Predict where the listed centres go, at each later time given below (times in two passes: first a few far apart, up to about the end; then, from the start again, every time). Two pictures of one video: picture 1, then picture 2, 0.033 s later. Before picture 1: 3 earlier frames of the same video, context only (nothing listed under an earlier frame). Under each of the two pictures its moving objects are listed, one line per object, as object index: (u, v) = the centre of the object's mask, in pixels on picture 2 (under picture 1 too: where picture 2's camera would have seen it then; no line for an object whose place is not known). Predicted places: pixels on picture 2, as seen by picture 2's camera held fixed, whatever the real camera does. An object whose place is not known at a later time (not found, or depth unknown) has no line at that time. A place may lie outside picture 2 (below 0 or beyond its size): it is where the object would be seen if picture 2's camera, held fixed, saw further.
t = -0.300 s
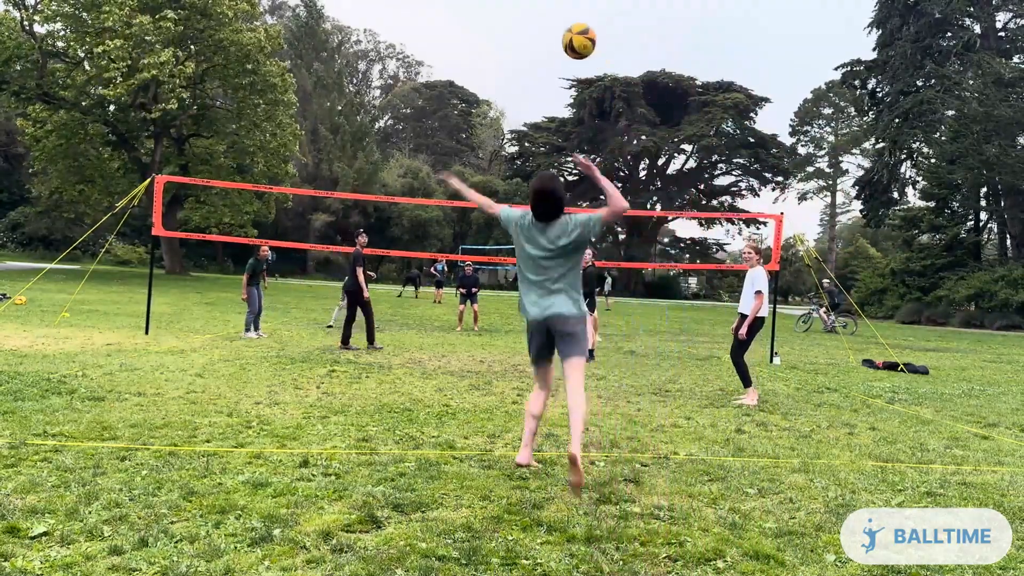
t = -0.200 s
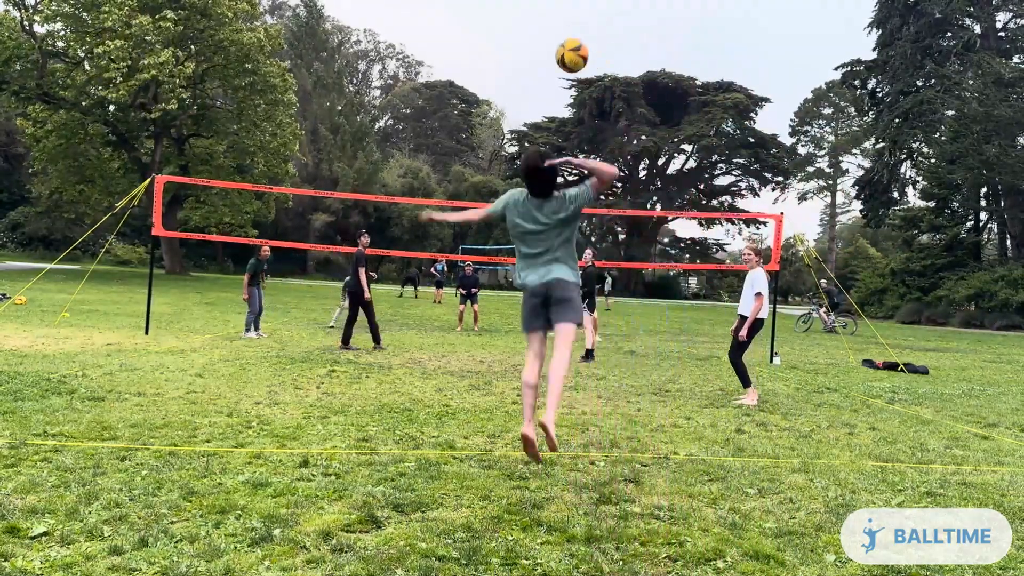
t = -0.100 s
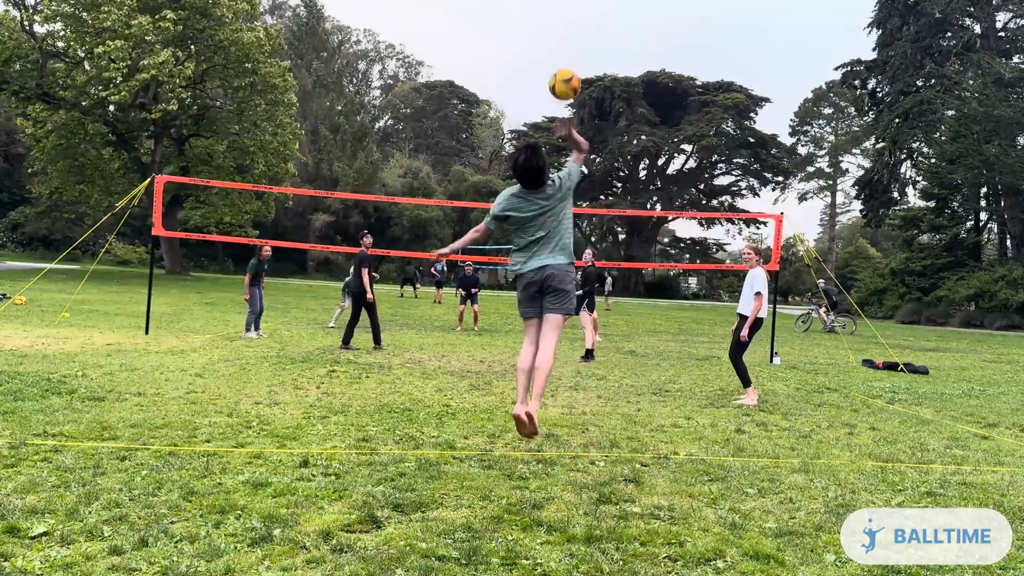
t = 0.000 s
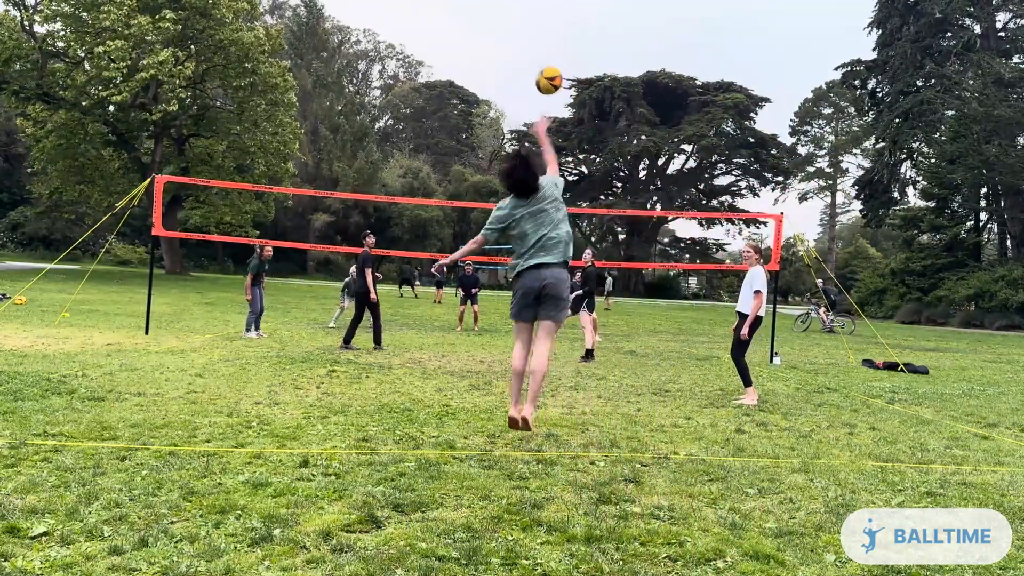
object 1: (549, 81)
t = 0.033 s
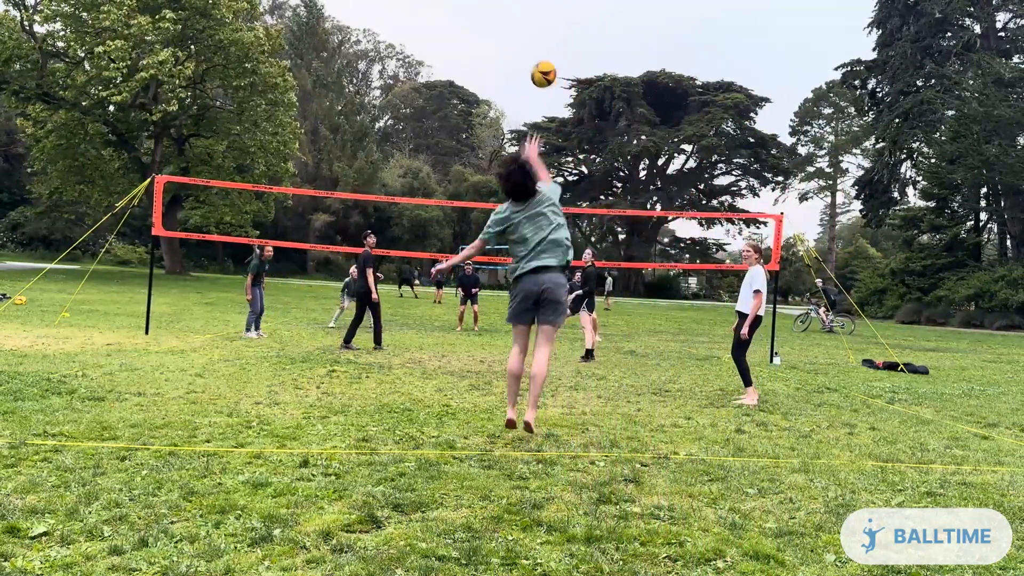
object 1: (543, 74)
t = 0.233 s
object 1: (524, 69)
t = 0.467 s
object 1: (511, 100)
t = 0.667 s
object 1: (505, 138)
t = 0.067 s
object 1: (539, 70)
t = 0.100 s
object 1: (535, 67)
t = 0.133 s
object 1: (531, 66)
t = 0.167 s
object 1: (528, 66)
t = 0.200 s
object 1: (526, 67)
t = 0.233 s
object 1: (524, 69)
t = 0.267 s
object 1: (522, 72)
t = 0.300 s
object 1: (520, 75)
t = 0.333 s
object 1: (517, 79)
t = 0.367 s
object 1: (516, 84)
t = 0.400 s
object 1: (514, 89)
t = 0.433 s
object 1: (512, 94)
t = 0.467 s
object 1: (511, 100)
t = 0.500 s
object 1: (510, 106)
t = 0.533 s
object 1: (509, 111)
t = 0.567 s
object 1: (508, 118)
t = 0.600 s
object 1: (507, 124)
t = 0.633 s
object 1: (506, 131)
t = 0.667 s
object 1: (505, 138)
